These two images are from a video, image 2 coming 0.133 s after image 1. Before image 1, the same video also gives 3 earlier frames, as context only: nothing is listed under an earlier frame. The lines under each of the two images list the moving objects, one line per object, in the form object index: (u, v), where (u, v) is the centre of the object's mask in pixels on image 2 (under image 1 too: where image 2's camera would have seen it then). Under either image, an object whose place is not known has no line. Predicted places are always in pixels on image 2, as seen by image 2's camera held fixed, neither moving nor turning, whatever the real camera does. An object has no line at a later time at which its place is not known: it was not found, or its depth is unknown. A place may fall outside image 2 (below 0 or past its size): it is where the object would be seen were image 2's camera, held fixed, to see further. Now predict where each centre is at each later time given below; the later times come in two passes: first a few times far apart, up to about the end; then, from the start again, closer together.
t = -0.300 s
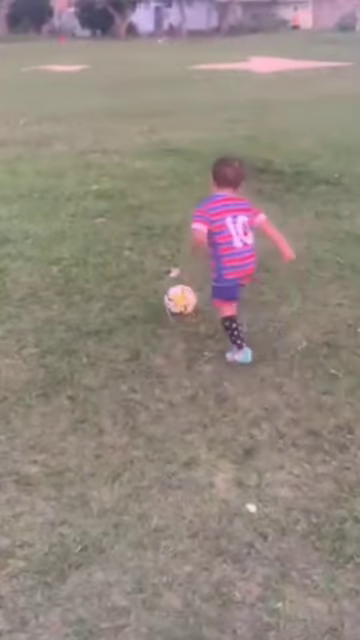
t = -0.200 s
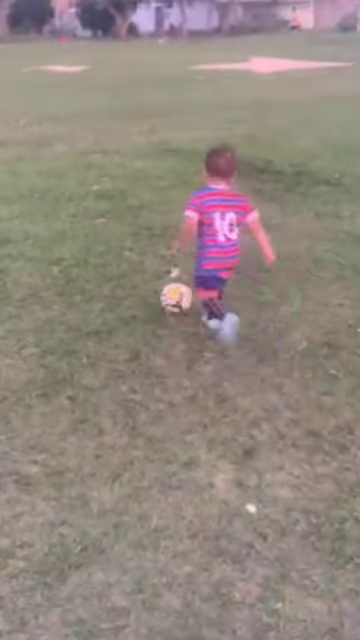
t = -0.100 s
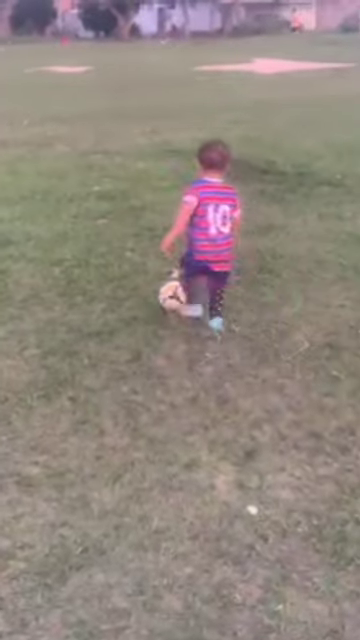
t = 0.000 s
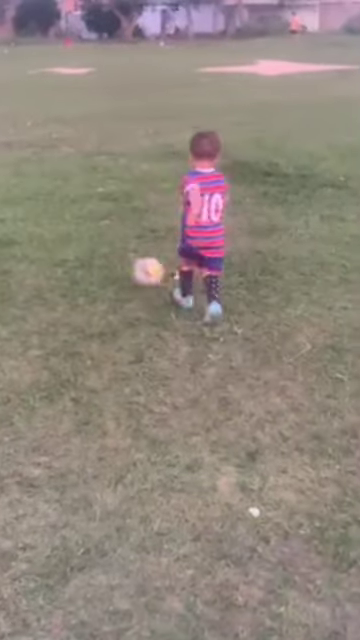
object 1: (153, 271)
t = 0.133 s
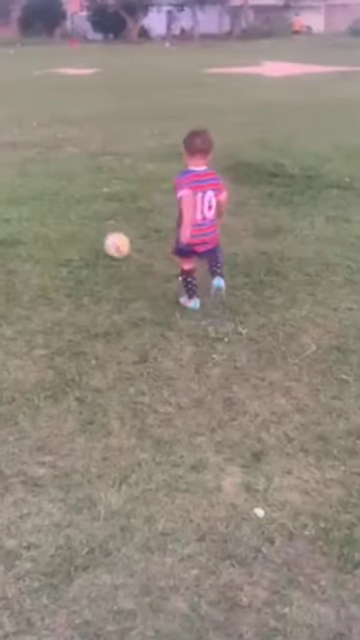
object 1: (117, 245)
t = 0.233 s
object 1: (98, 229)
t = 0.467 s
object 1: (66, 210)
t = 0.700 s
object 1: (40, 193)
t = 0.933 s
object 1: (20, 183)
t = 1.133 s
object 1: (8, 174)
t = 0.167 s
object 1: (109, 240)
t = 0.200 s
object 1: (104, 234)
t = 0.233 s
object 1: (98, 229)
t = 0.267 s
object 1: (93, 225)
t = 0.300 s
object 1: (88, 223)
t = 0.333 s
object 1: (83, 222)
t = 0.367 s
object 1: (78, 219)
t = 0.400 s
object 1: (74, 215)
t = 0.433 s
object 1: (70, 212)
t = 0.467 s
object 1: (66, 210)
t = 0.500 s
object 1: (62, 209)
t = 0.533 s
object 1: (58, 208)
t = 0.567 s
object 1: (55, 204)
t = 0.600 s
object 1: (51, 202)
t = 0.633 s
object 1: (47, 200)
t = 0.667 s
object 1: (43, 198)
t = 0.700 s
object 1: (40, 193)
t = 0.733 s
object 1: (37, 189)
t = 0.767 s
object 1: (34, 187)
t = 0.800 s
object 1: (31, 185)
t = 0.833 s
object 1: (28, 186)
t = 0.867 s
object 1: (25, 187)
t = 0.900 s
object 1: (23, 186)
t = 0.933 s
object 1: (20, 183)
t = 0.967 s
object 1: (16, 182)
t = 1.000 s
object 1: (14, 181)
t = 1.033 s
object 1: (13, 179)
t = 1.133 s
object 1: (8, 174)
